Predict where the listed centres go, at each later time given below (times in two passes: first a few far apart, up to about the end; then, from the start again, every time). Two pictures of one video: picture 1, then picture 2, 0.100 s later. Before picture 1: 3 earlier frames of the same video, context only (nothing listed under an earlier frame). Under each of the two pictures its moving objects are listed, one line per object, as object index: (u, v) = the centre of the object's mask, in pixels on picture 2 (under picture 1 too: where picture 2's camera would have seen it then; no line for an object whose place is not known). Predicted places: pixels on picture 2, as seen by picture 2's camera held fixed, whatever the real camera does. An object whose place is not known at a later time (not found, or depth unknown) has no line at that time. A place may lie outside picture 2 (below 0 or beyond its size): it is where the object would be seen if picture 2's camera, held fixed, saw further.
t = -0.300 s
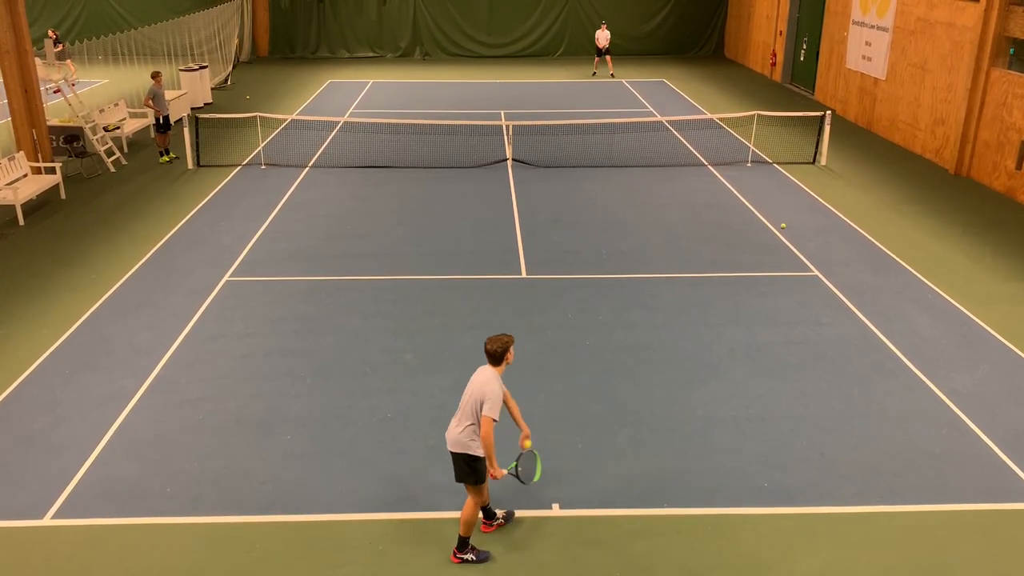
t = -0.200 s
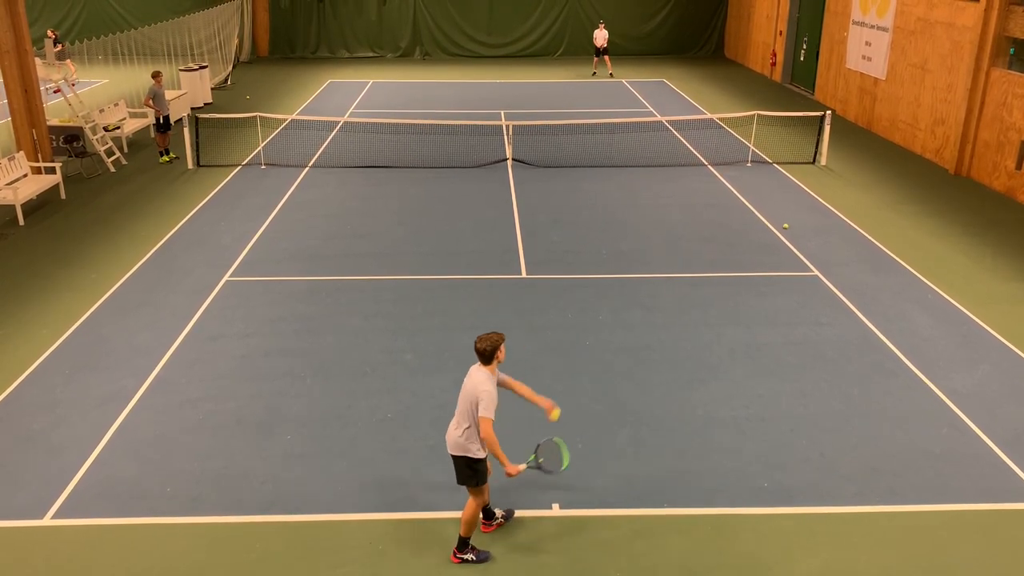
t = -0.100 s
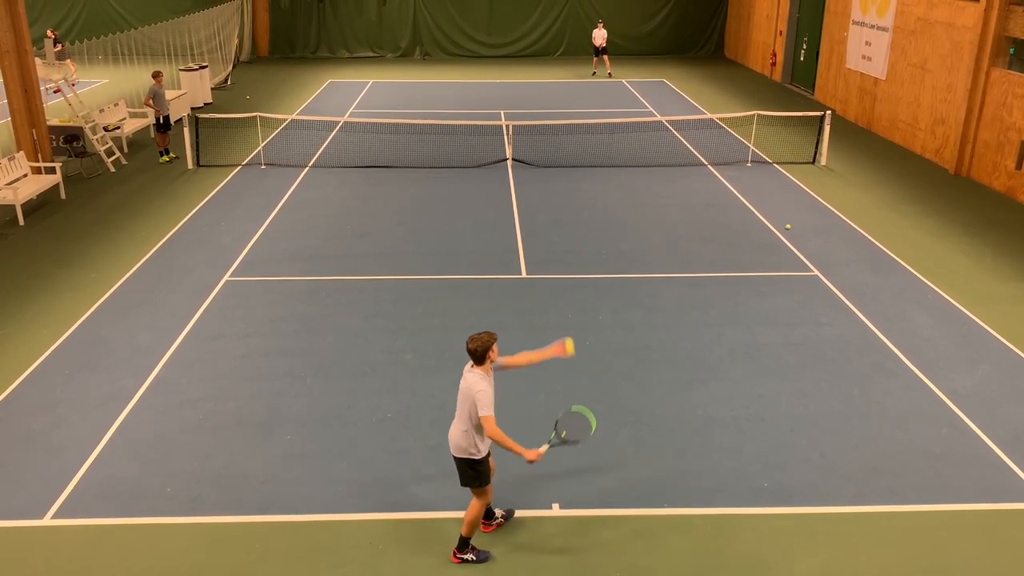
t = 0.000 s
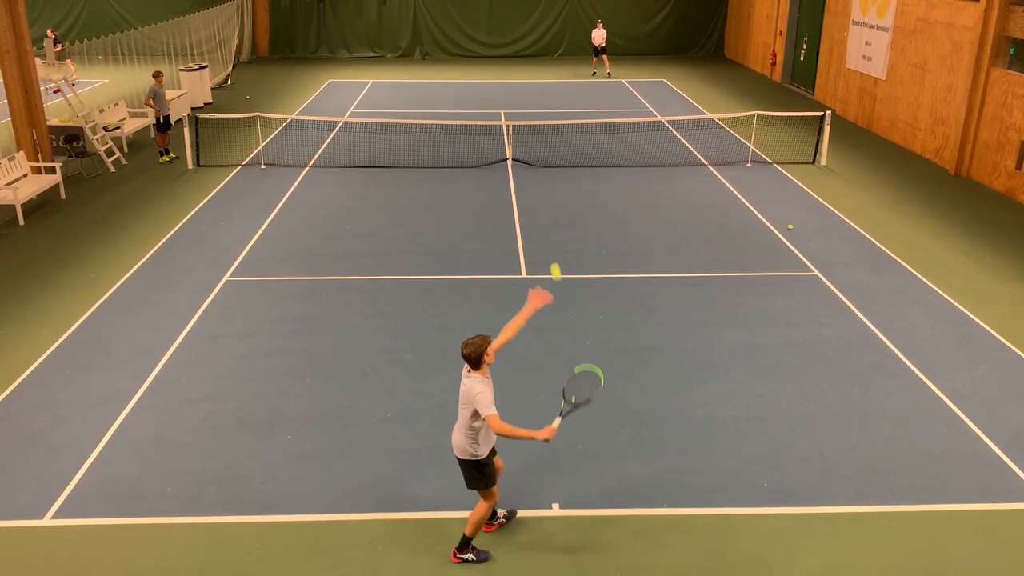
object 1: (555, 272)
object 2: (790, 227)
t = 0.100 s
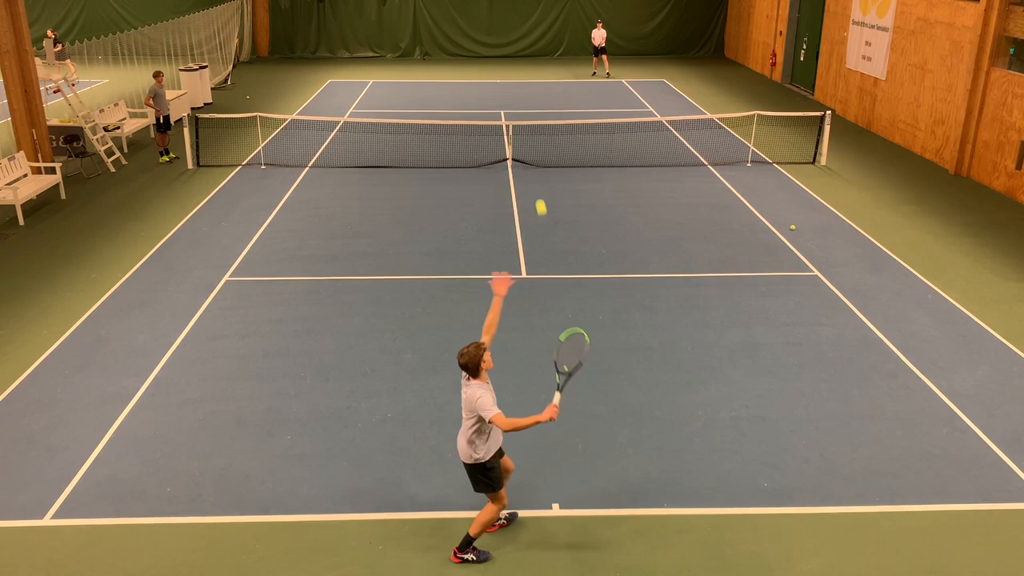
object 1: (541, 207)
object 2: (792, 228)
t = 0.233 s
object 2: (795, 228)
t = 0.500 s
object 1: (477, 73)
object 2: (800, 229)
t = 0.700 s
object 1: (446, 92)
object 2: (803, 229)
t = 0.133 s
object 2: (793, 227)
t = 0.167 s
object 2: (794, 228)
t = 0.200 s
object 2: (794, 228)
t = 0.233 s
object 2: (795, 228)
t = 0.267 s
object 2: (796, 228)
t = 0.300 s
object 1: (510, 113)
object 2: (796, 228)
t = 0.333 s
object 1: (505, 102)
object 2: (797, 228)
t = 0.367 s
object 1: (499, 93)
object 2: (798, 228)
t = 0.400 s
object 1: (494, 86)
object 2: (798, 228)
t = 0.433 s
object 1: (488, 80)
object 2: (799, 228)
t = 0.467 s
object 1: (483, 76)
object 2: (799, 229)
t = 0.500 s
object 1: (477, 73)
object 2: (800, 229)
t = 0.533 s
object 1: (472, 72)
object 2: (800, 229)
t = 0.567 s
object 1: (467, 73)
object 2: (801, 229)
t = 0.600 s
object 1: (461, 75)
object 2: (802, 229)
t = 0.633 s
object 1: (456, 79)
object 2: (802, 229)
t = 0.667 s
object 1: (451, 85)
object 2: (803, 229)
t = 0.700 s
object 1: (446, 92)
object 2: (803, 229)
